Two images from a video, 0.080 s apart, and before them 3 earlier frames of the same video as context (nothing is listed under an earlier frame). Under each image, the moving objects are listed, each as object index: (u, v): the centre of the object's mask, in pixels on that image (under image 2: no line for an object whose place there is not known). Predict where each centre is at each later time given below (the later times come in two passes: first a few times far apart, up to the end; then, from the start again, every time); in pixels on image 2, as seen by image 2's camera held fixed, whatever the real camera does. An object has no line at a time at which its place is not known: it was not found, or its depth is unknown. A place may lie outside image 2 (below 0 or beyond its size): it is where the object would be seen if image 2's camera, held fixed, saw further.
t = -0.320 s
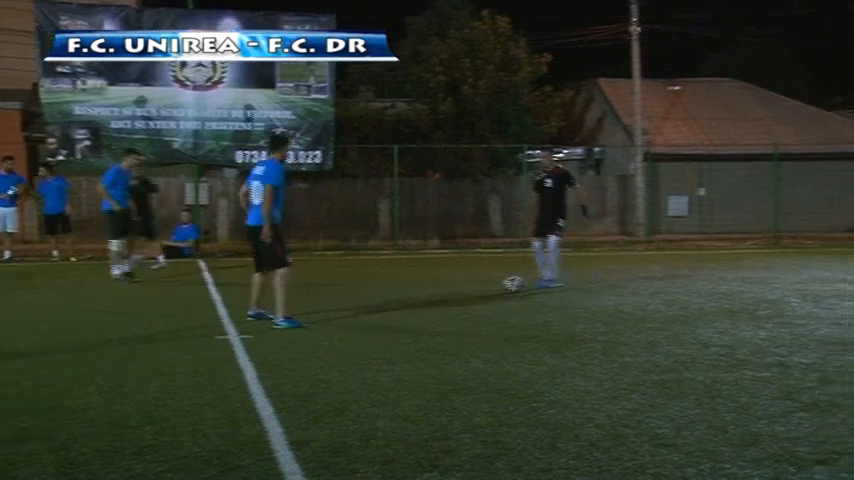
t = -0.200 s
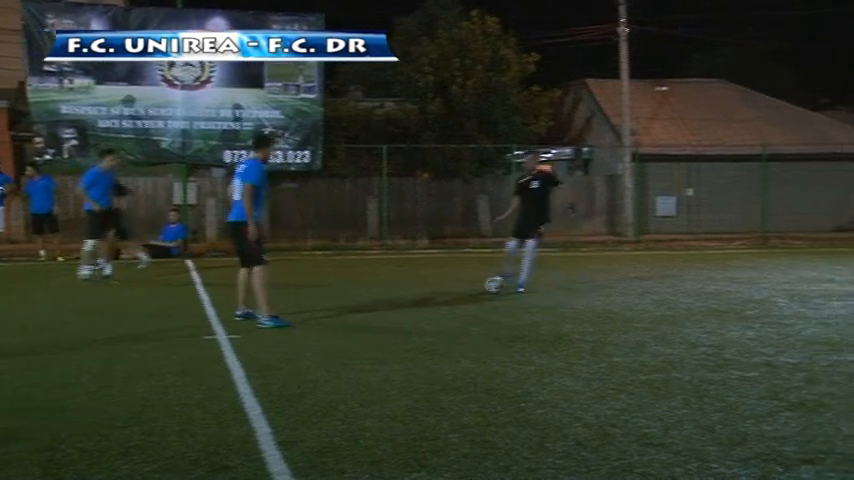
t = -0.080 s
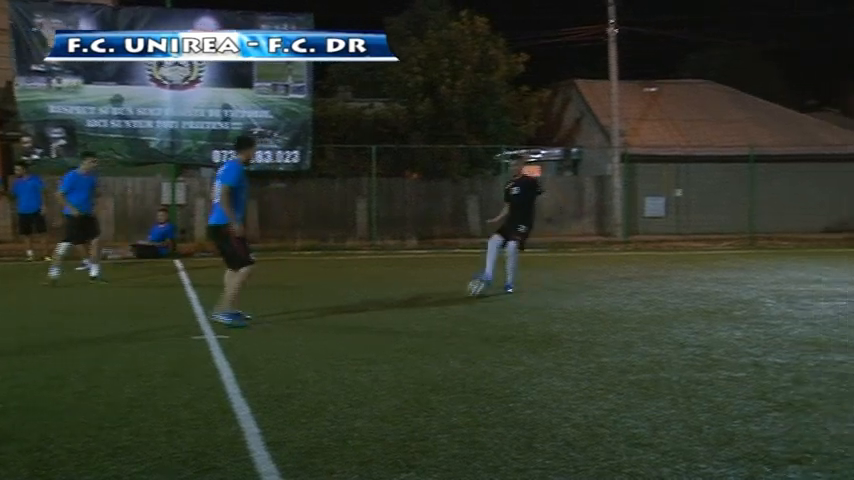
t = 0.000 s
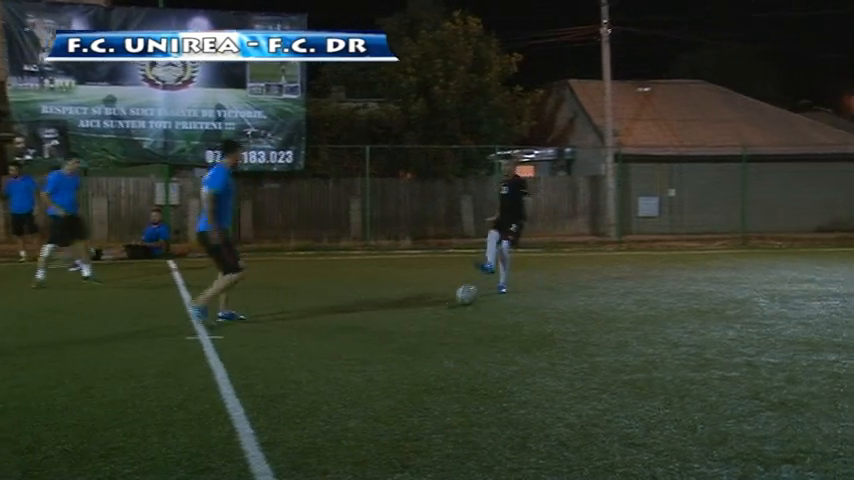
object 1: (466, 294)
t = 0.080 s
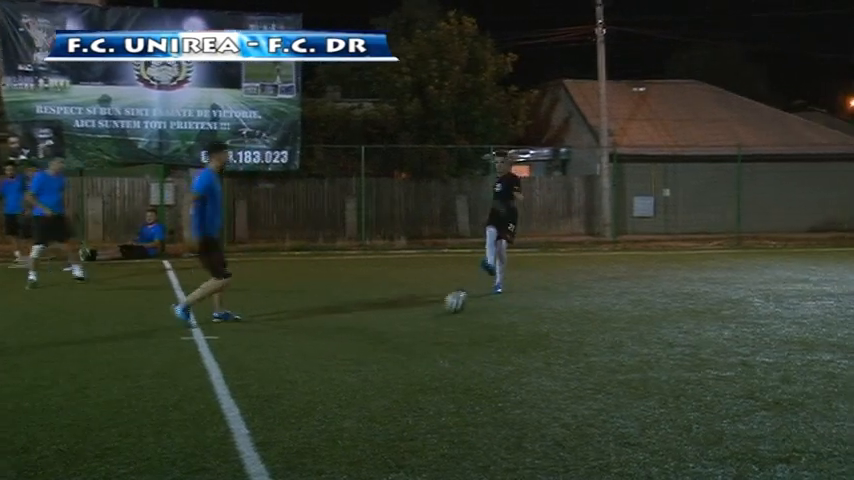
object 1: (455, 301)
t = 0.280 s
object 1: (440, 322)
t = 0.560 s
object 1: (416, 353)
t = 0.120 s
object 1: (453, 305)
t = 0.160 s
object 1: (450, 308)
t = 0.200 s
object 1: (447, 312)
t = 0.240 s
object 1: (443, 317)
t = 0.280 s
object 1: (440, 322)
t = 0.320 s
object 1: (437, 325)
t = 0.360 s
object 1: (435, 330)
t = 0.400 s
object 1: (431, 335)
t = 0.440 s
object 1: (428, 339)
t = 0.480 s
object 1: (425, 343)
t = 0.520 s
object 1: (421, 348)
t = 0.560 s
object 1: (416, 353)
